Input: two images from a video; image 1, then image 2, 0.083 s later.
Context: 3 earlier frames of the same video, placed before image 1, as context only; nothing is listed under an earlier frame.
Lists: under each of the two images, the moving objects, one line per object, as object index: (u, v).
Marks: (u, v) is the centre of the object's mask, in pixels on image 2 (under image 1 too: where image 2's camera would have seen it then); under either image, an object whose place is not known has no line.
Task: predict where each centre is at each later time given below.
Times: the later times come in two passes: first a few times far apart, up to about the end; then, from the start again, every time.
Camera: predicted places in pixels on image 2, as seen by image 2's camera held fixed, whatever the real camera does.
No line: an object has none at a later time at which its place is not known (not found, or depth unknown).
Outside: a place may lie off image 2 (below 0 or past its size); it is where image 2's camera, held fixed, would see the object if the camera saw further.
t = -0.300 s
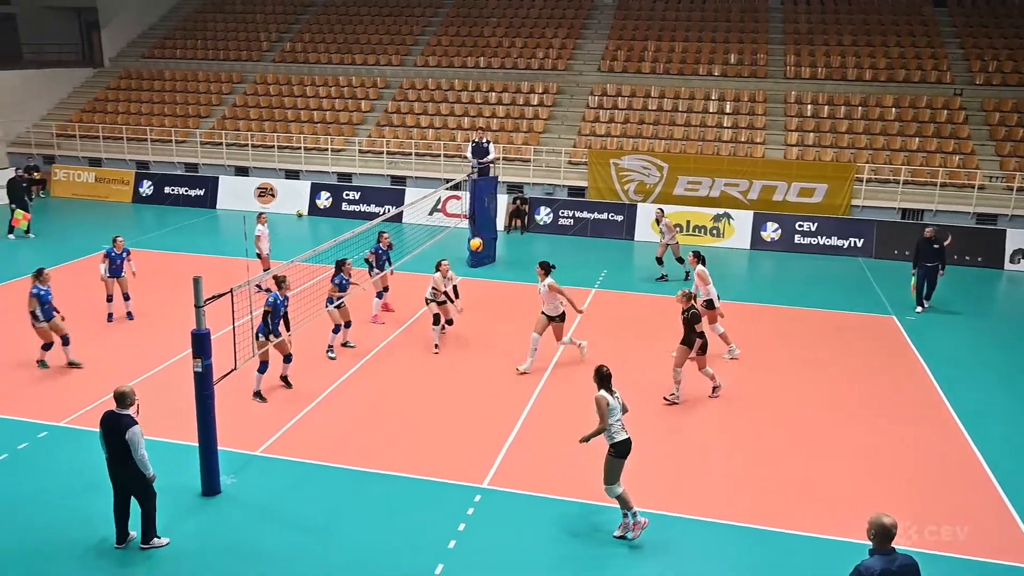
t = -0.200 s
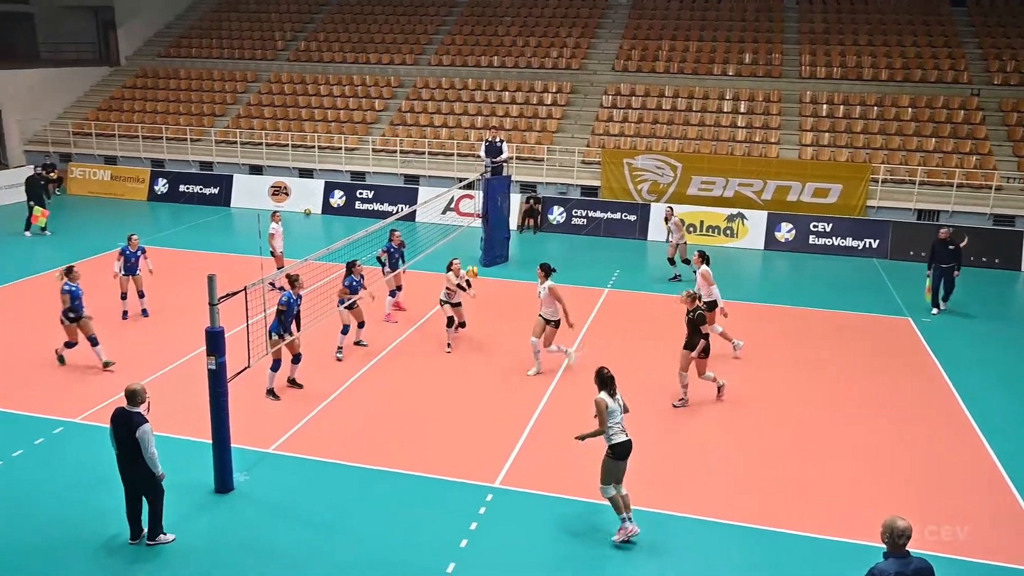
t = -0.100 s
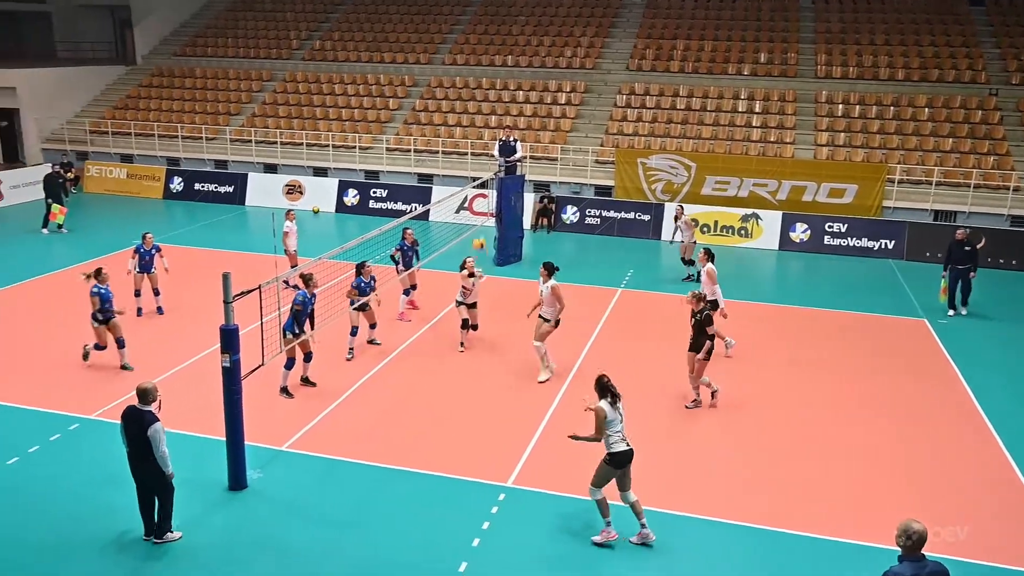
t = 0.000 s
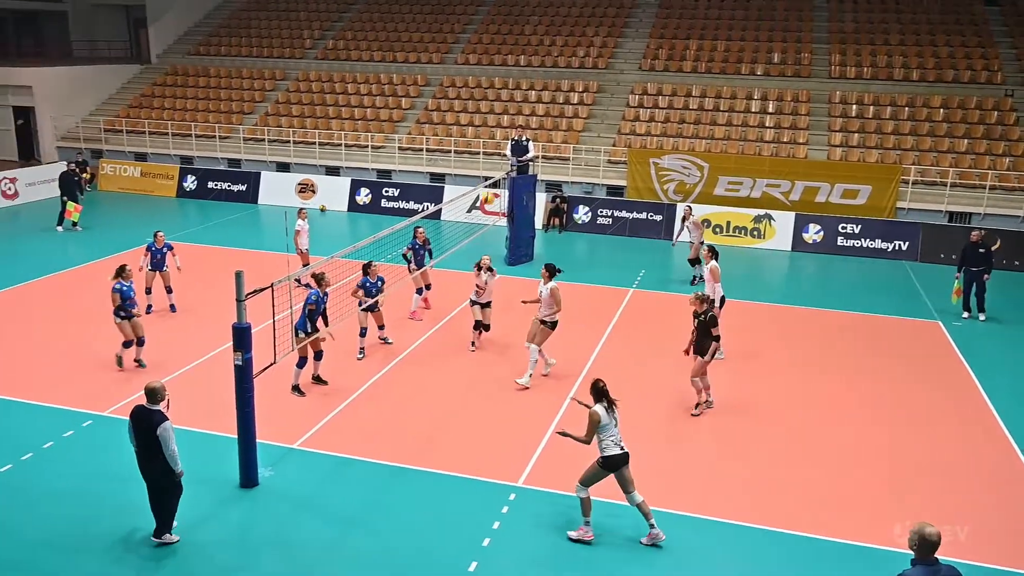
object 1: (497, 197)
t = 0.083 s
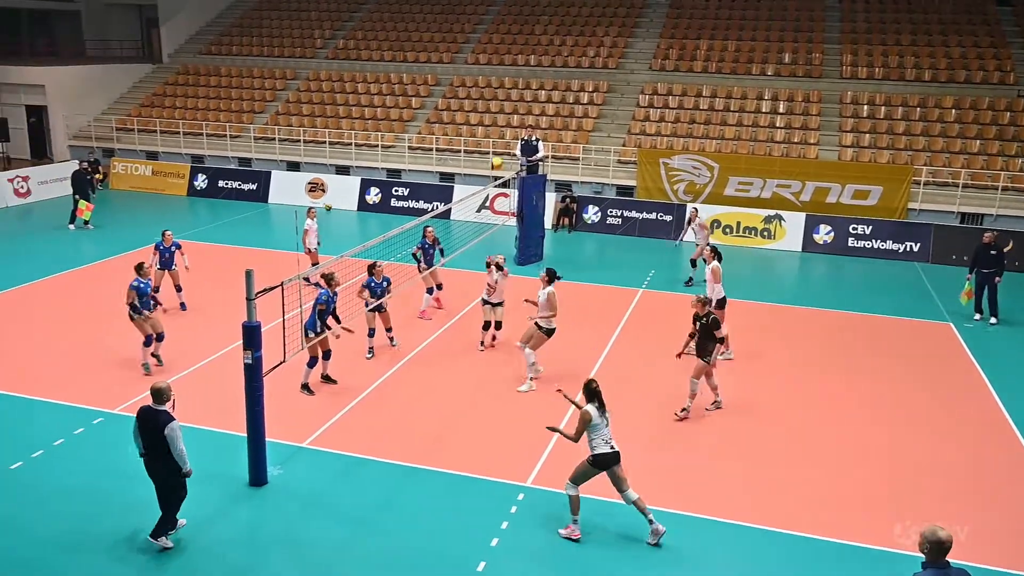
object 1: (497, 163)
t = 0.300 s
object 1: (492, 96)
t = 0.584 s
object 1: (484, 50)
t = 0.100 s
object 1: (496, 158)
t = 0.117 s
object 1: (495, 151)
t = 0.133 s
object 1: (496, 146)
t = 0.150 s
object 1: (495, 139)
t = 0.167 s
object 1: (495, 134)
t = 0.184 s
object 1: (495, 128)
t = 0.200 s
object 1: (494, 123)
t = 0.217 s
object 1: (493, 118)
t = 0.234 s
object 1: (494, 111)
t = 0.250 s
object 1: (493, 109)
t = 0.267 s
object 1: (493, 105)
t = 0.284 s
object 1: (492, 101)
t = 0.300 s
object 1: (492, 96)
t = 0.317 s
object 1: (492, 92)
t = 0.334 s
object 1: (492, 87)
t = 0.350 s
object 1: (491, 83)
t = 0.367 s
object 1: (490, 80)
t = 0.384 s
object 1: (490, 77)
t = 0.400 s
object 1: (490, 74)
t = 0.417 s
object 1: (489, 70)
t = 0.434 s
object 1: (489, 68)
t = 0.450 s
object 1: (488, 65)
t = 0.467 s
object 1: (488, 62)
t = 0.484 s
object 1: (487, 59)
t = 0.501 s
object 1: (488, 58)
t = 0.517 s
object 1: (487, 56)
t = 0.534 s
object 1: (487, 55)
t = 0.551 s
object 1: (486, 53)
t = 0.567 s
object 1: (485, 52)
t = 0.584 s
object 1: (484, 50)
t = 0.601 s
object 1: (484, 49)
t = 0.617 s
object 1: (484, 49)
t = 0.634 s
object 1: (483, 48)
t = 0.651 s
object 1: (483, 48)
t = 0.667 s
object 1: (482, 48)
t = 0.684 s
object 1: (482, 48)
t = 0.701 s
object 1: (482, 48)
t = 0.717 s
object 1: (482, 48)
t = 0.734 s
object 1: (481, 48)
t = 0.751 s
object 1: (480, 49)
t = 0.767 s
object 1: (479, 50)
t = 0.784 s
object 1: (479, 50)
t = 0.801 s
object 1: (478, 51)
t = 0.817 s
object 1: (478, 55)
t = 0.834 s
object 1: (478, 56)
